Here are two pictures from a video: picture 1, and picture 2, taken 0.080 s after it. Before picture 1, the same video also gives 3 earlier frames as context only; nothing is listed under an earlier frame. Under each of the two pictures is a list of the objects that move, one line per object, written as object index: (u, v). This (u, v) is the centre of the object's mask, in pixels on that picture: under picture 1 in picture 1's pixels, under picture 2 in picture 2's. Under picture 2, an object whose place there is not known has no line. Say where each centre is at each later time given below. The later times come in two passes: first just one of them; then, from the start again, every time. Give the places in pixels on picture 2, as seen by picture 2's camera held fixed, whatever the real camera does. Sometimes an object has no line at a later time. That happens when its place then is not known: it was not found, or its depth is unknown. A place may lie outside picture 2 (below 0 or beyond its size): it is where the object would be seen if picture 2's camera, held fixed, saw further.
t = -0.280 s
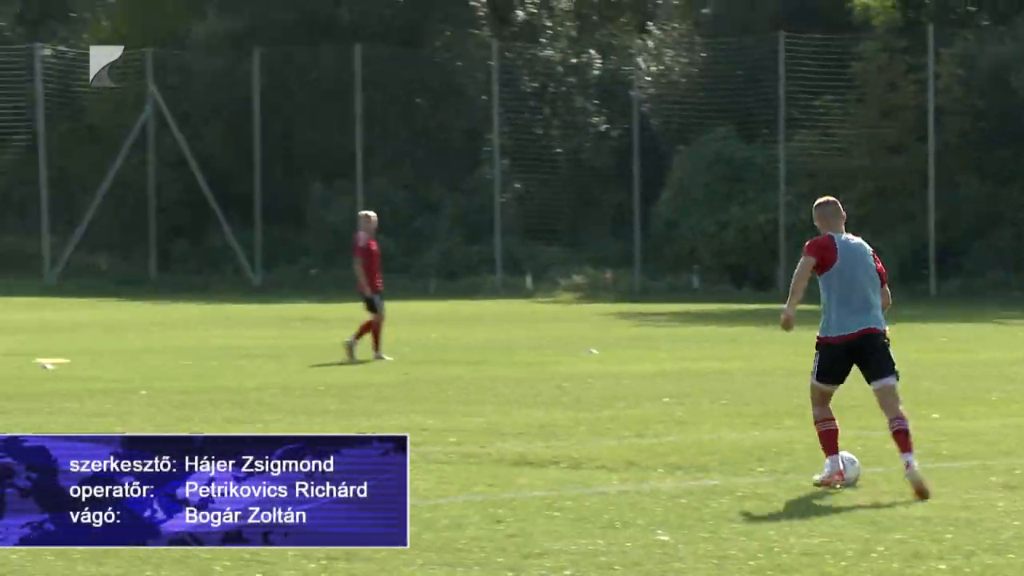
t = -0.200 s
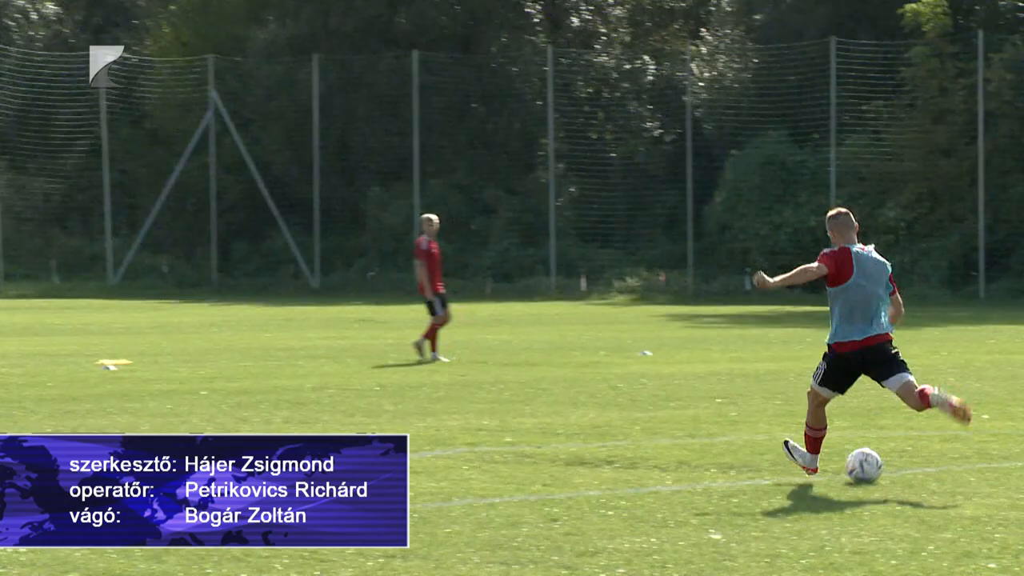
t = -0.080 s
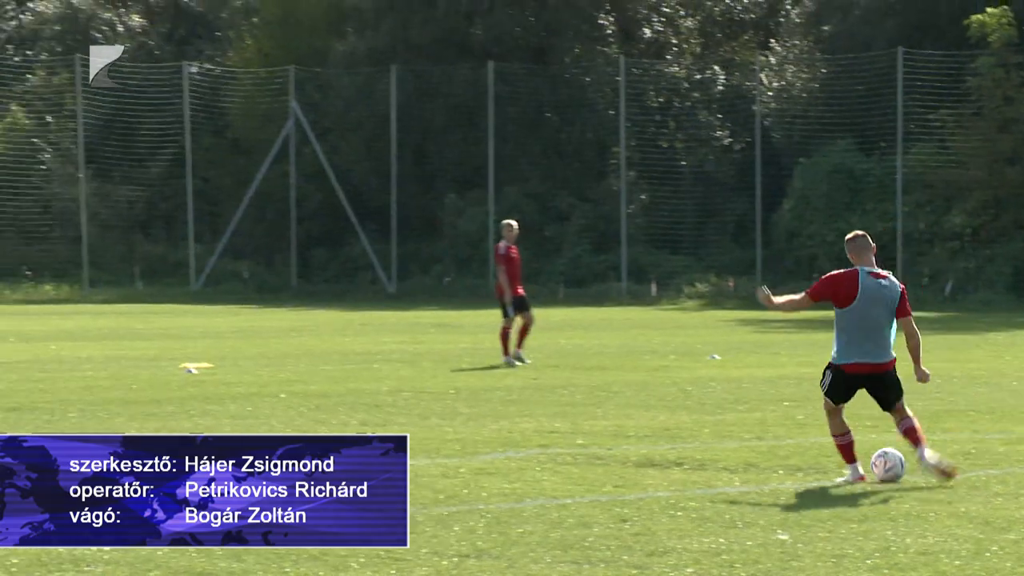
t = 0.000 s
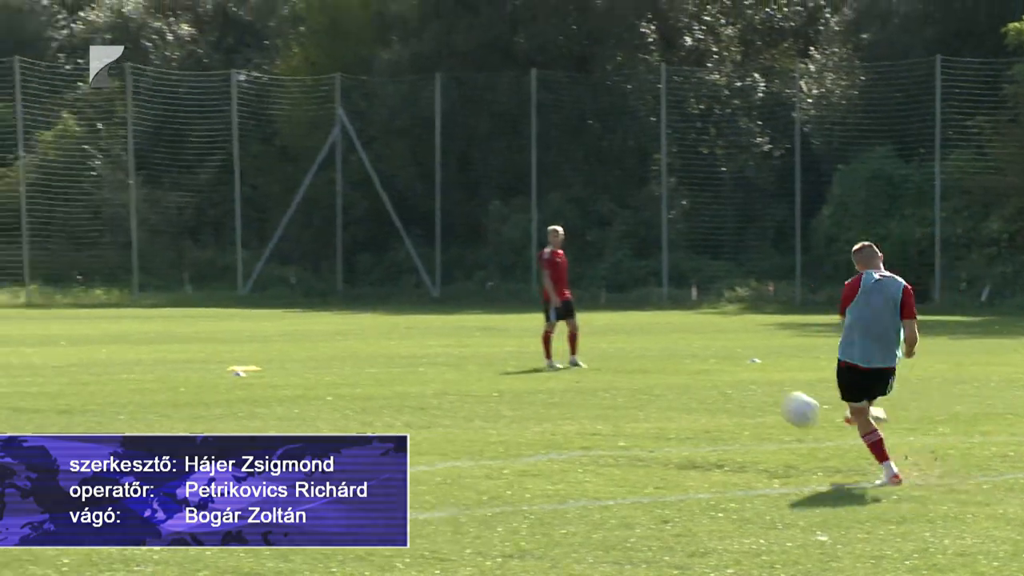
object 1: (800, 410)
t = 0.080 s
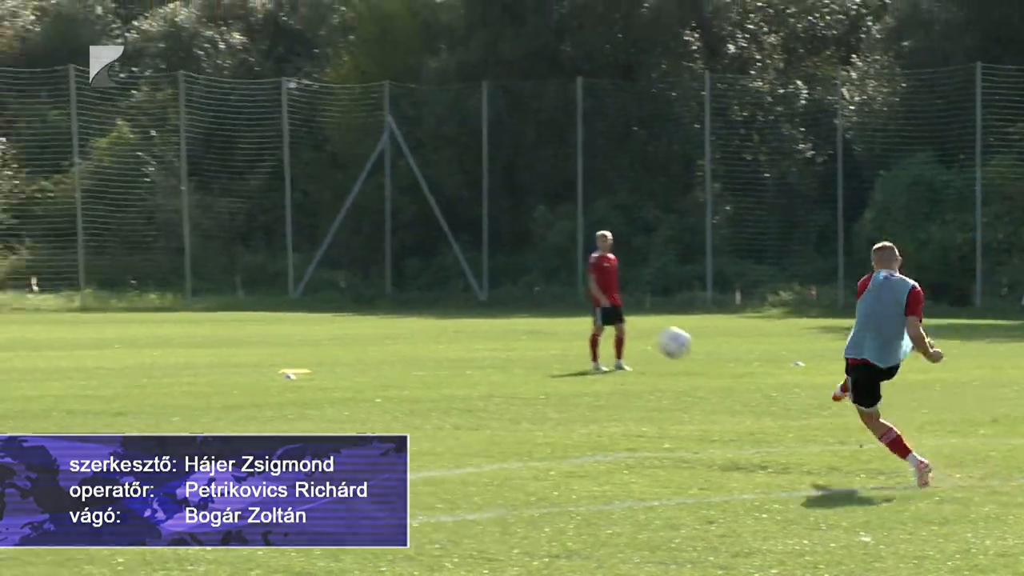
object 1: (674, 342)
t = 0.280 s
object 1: (329, 268)
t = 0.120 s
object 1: (597, 318)
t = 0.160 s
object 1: (524, 297)
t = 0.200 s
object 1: (455, 286)
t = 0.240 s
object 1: (390, 275)
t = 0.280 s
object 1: (329, 268)
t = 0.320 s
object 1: (270, 264)
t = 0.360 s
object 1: (213, 264)
